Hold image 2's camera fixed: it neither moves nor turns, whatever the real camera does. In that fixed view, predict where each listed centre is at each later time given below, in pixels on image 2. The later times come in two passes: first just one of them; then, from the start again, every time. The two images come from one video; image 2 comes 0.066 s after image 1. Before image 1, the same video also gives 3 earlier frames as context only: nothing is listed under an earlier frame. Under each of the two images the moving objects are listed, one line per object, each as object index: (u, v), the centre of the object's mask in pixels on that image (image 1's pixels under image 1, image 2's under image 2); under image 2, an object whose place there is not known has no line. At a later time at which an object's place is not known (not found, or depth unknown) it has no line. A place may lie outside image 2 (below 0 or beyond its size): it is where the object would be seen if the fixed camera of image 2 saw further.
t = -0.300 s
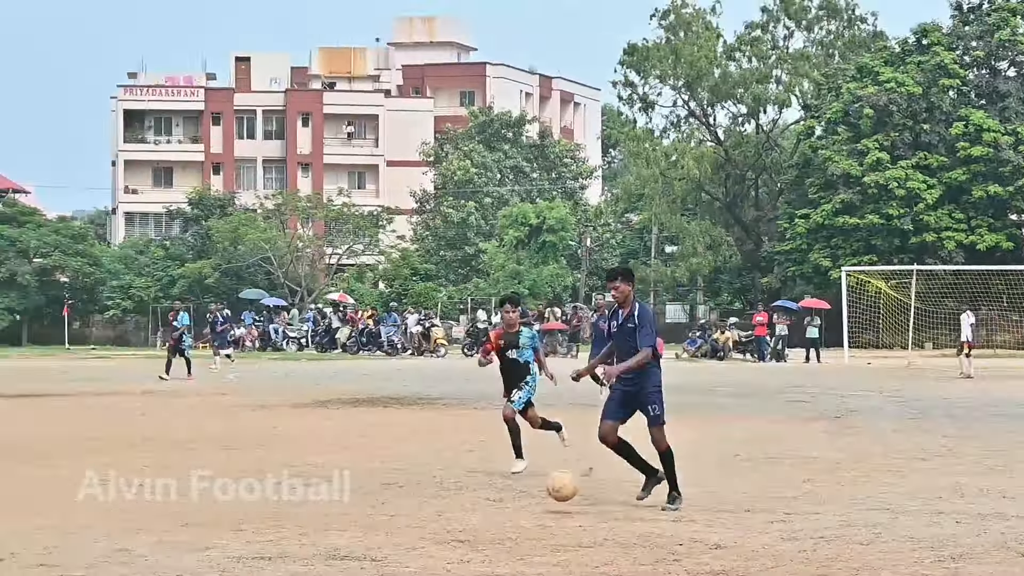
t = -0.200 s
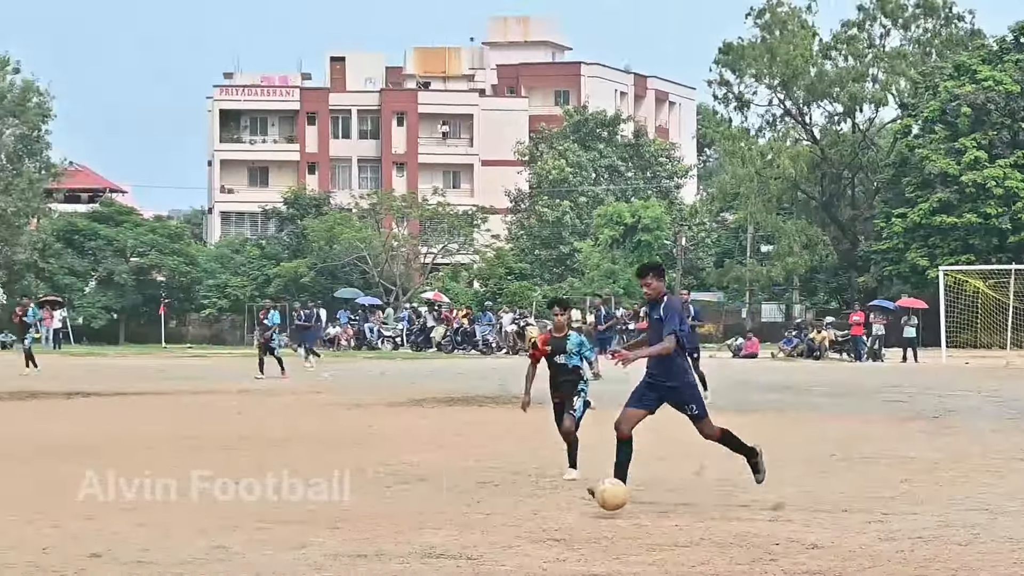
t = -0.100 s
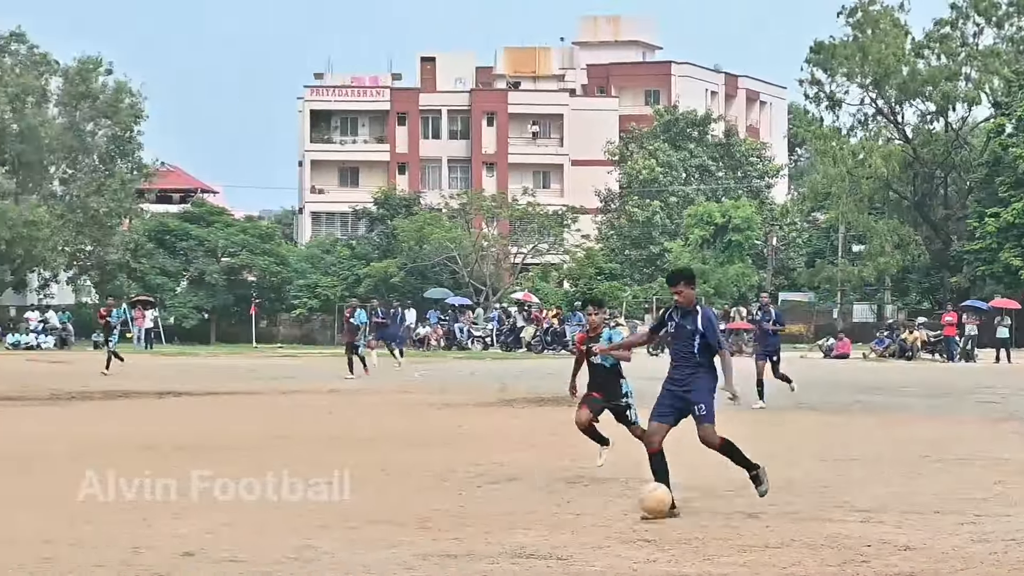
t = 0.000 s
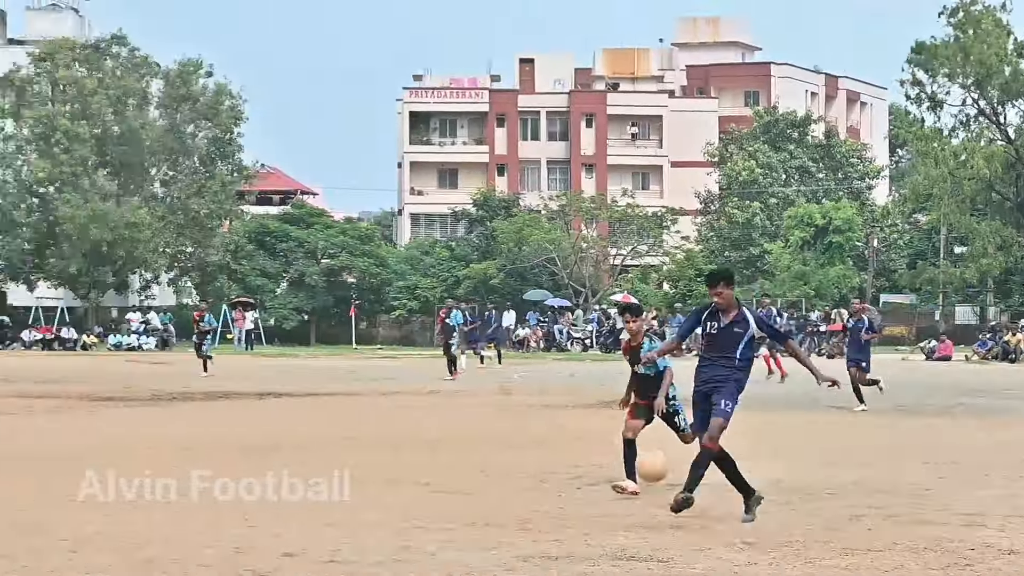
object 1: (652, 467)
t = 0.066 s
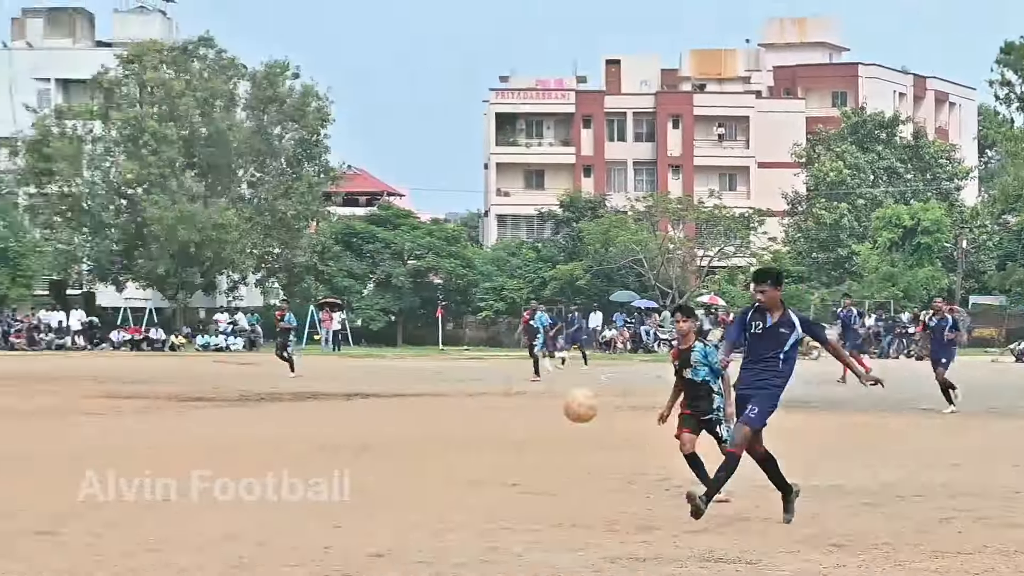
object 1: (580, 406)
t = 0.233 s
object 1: (138, 258)
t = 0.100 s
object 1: (498, 376)
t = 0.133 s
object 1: (411, 345)
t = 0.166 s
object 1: (323, 316)
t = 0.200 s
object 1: (232, 287)
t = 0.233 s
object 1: (138, 258)
